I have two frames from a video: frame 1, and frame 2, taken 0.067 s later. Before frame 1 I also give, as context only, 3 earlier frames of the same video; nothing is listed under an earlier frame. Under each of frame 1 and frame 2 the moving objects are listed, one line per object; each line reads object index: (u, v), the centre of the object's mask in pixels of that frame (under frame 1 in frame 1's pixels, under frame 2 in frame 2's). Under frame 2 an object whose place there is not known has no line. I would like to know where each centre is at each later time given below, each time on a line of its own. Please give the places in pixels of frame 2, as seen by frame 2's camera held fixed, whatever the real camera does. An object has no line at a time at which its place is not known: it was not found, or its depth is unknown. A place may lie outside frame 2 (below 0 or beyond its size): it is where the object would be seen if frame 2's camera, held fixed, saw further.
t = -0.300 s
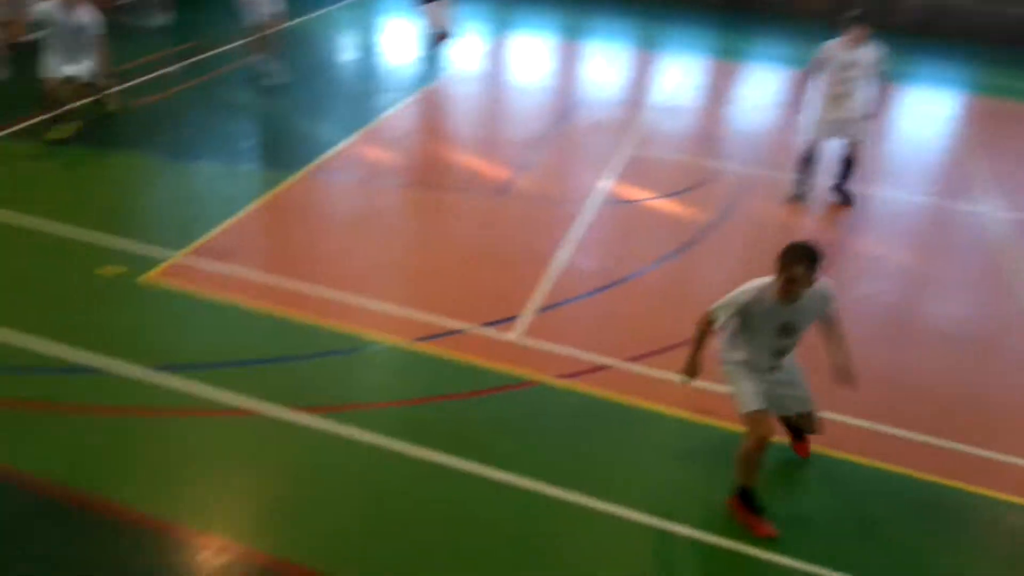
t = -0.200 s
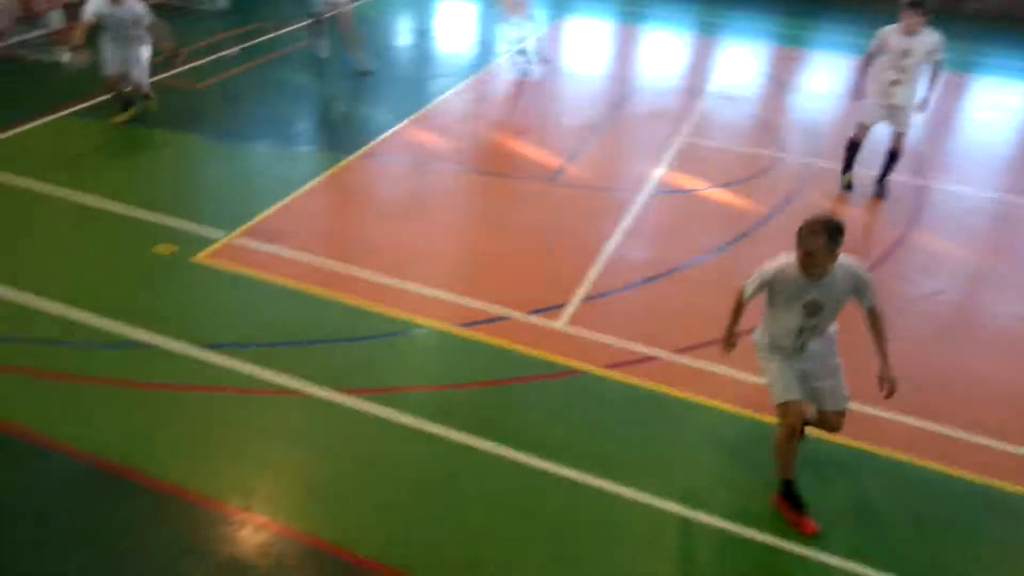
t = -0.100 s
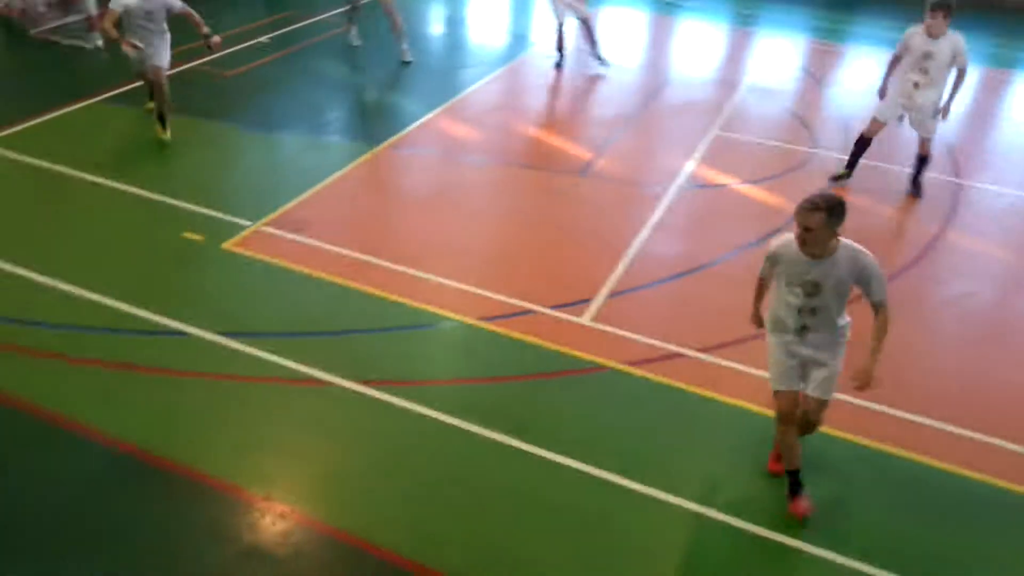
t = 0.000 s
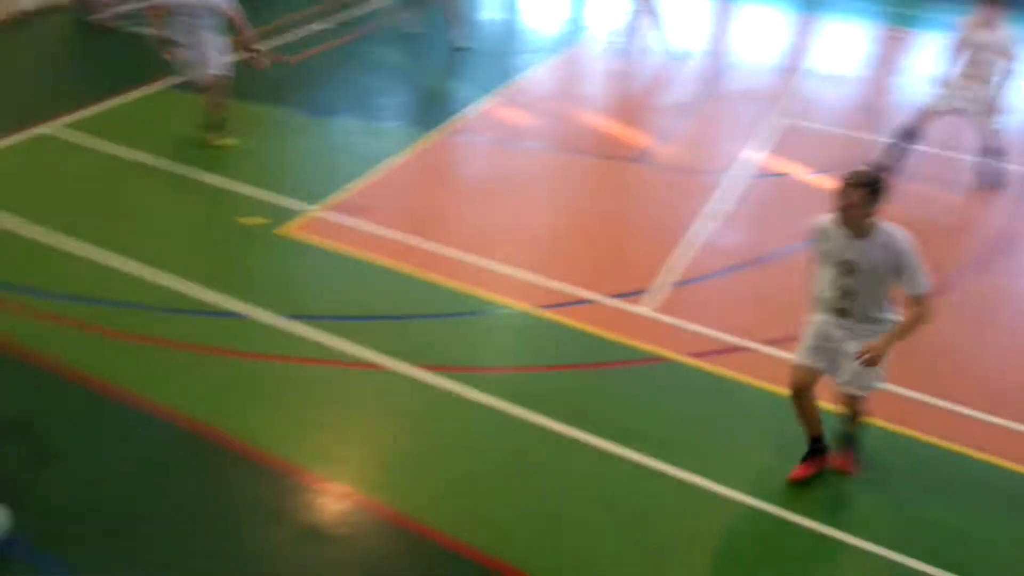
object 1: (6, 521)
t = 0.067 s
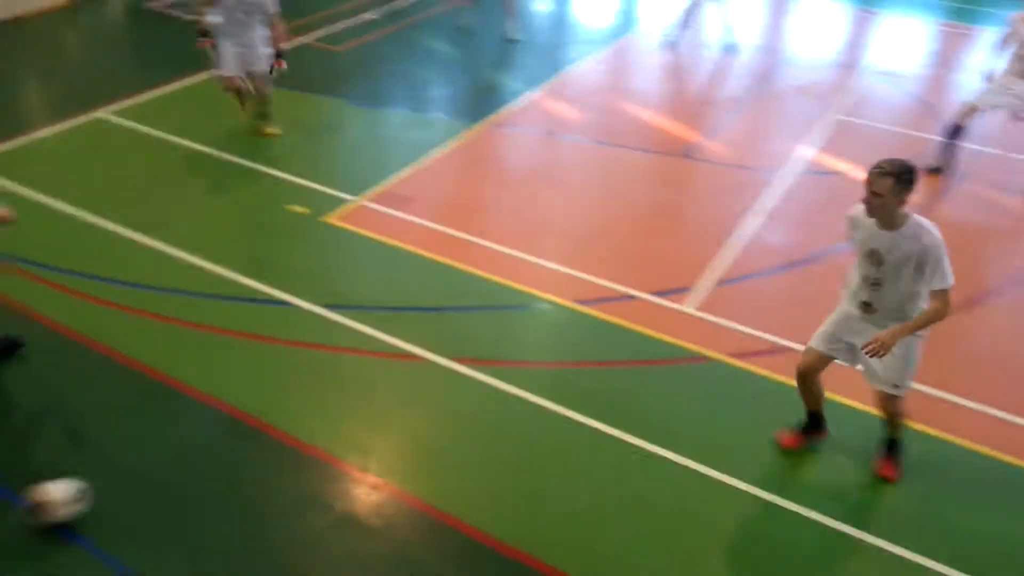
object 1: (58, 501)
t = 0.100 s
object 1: (79, 498)
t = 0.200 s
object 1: (135, 491)
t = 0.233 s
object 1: (147, 490)
